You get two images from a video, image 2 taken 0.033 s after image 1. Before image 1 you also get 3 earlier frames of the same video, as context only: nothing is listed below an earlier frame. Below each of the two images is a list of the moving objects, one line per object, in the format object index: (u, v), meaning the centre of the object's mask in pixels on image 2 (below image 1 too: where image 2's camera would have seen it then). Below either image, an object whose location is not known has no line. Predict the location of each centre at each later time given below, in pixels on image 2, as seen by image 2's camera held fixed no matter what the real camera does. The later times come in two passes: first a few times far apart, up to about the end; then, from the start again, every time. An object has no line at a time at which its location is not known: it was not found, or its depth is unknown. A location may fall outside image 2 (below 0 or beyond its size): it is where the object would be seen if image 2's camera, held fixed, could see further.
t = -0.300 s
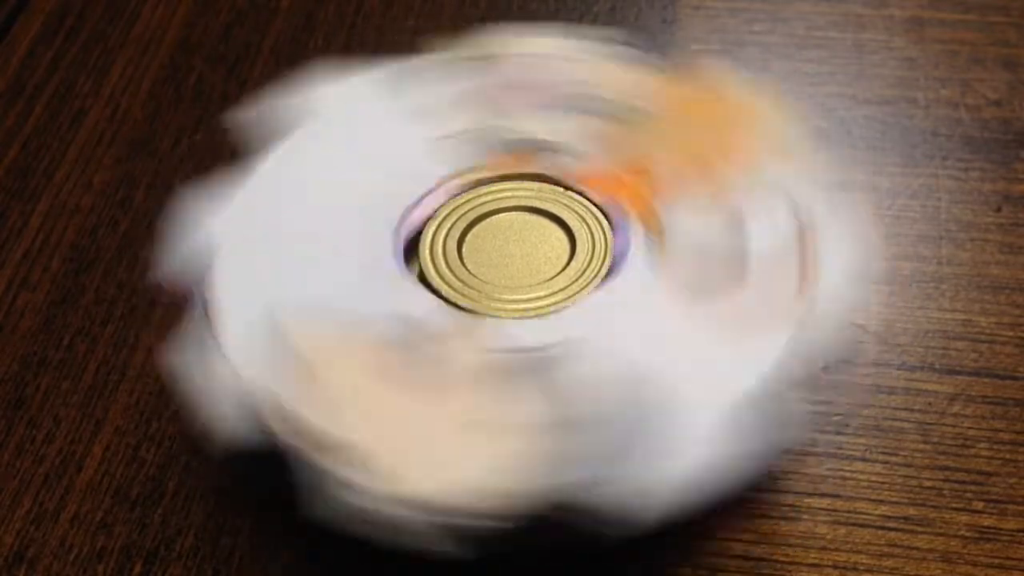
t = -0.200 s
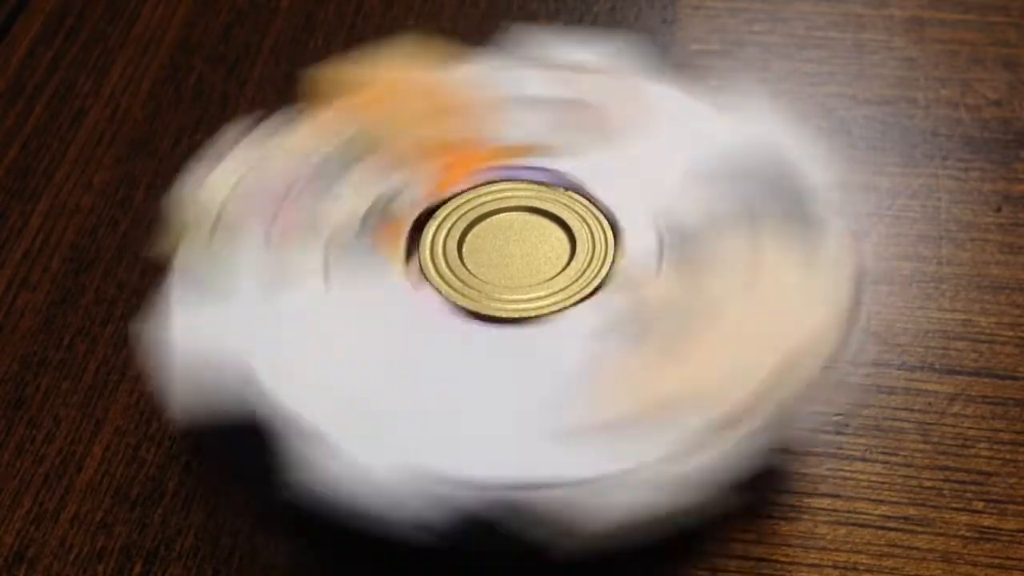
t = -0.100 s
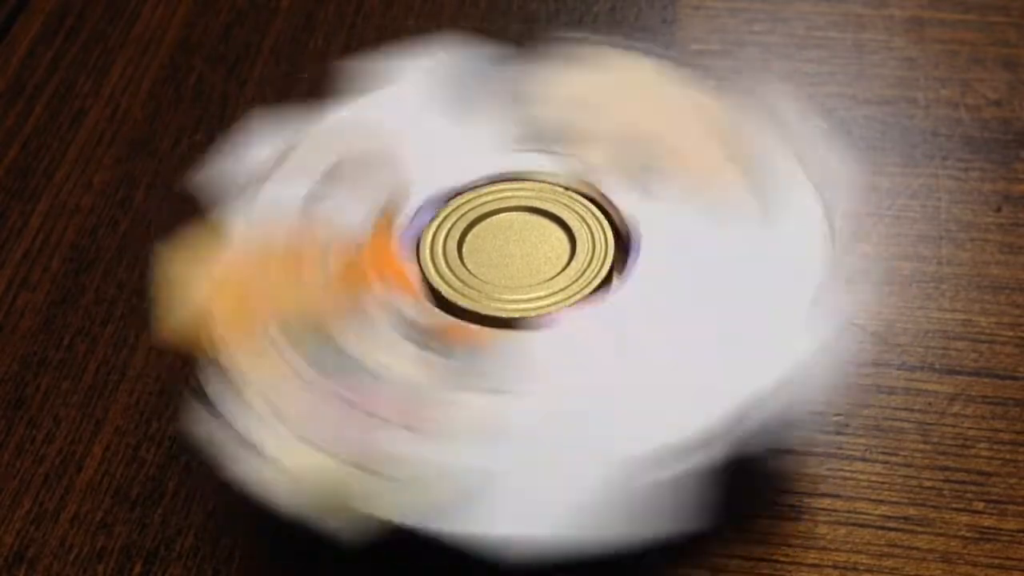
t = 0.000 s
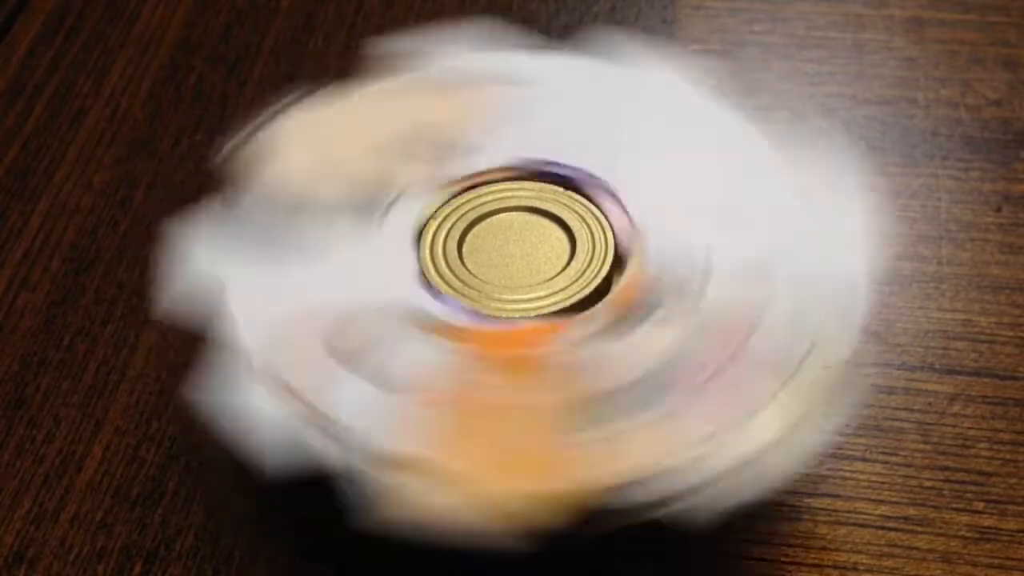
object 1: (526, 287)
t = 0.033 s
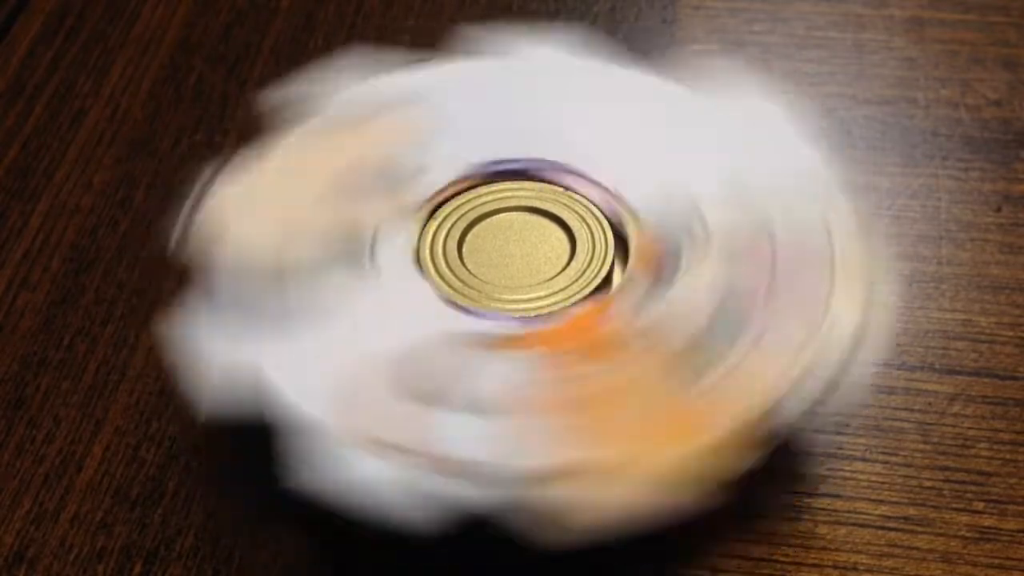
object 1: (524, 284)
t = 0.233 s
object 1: (509, 285)
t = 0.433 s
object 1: (524, 291)
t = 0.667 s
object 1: (510, 286)
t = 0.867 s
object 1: (523, 293)
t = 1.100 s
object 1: (514, 285)
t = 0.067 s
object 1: (521, 279)
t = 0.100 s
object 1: (517, 279)
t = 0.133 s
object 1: (514, 281)
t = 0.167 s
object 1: (513, 283)
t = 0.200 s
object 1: (511, 287)
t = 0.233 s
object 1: (509, 285)
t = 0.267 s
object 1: (506, 287)
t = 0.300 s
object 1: (507, 289)
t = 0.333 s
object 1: (507, 292)
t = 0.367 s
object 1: (510, 294)
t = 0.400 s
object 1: (520, 293)
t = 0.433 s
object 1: (524, 291)
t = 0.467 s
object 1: (526, 285)
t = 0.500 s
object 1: (522, 281)
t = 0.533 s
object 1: (518, 278)
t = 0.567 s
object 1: (516, 279)
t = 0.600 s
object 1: (512, 282)
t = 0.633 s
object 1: (512, 285)
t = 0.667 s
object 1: (510, 286)
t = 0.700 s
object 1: (508, 286)
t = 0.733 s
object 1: (506, 286)
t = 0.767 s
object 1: (507, 291)
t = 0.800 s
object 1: (507, 293)
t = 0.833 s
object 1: (513, 295)
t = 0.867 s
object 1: (523, 293)
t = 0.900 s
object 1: (525, 291)
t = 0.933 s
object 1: (526, 285)
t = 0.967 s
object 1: (521, 282)
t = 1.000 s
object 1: (520, 278)
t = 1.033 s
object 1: (515, 280)
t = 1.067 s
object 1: (513, 282)
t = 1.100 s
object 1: (514, 285)
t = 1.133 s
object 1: (510, 287)
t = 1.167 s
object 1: (507, 286)
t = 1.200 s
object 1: (506, 287)
